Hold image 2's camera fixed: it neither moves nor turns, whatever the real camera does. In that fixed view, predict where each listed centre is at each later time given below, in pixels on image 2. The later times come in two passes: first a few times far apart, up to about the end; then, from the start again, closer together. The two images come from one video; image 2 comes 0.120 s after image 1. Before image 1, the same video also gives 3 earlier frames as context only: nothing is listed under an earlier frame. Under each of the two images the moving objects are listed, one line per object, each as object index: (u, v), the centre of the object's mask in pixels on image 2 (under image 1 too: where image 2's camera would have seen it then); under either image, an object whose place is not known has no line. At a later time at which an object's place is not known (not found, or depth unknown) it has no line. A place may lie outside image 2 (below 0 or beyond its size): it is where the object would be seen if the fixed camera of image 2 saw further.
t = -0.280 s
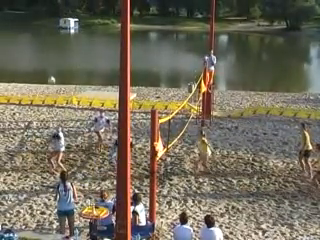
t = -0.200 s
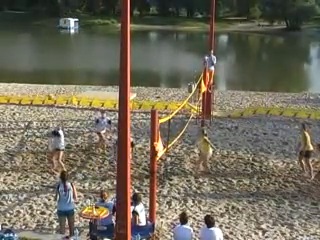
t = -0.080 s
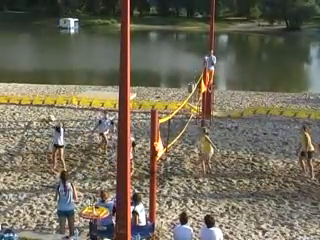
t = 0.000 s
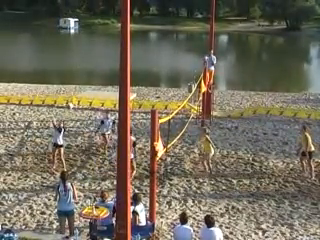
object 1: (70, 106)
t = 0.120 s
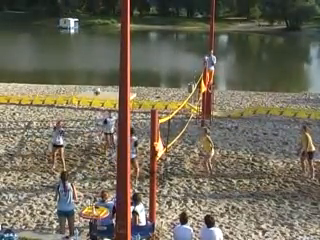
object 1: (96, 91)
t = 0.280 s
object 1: (136, 78)
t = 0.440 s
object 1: (175, 75)
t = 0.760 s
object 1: (251, 95)
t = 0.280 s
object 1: (136, 78)
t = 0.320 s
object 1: (145, 77)
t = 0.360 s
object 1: (155, 75)
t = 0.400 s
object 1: (165, 75)
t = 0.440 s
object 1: (175, 75)
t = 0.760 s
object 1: (251, 95)
